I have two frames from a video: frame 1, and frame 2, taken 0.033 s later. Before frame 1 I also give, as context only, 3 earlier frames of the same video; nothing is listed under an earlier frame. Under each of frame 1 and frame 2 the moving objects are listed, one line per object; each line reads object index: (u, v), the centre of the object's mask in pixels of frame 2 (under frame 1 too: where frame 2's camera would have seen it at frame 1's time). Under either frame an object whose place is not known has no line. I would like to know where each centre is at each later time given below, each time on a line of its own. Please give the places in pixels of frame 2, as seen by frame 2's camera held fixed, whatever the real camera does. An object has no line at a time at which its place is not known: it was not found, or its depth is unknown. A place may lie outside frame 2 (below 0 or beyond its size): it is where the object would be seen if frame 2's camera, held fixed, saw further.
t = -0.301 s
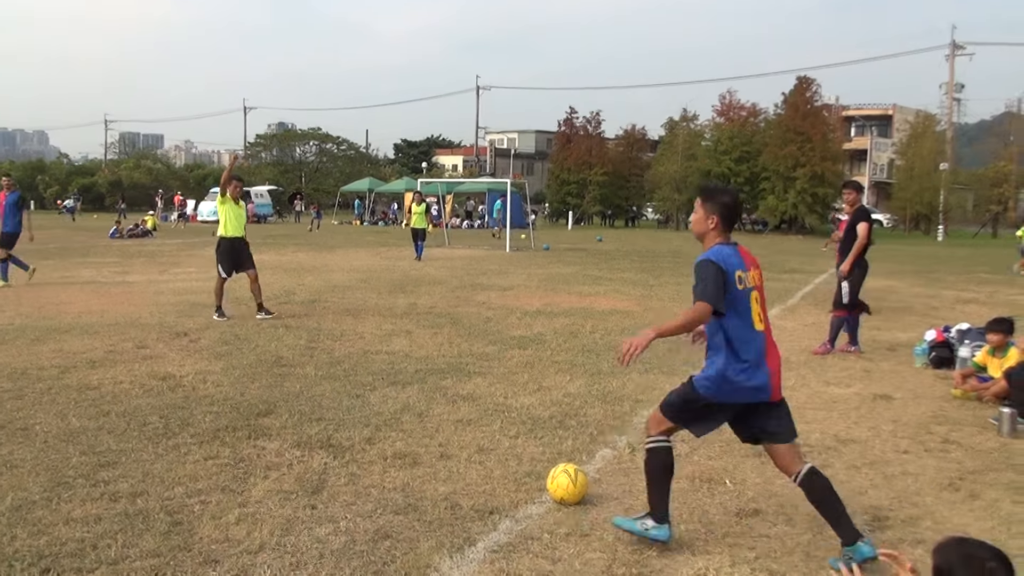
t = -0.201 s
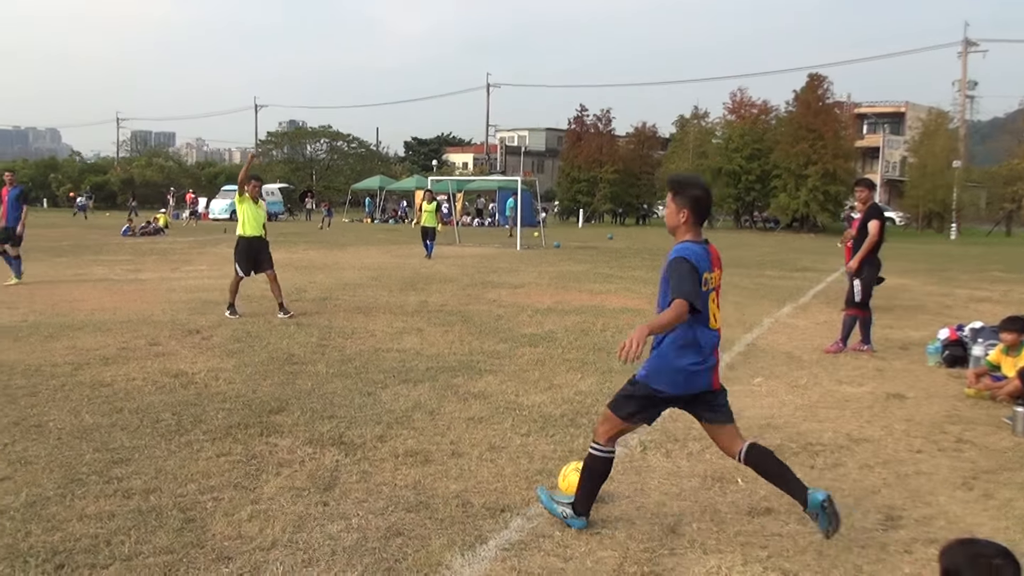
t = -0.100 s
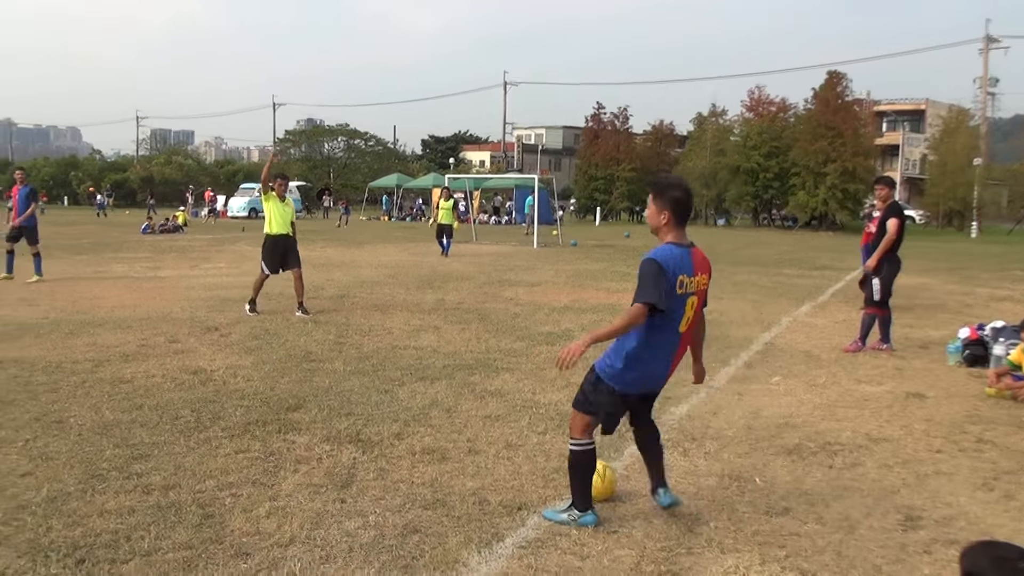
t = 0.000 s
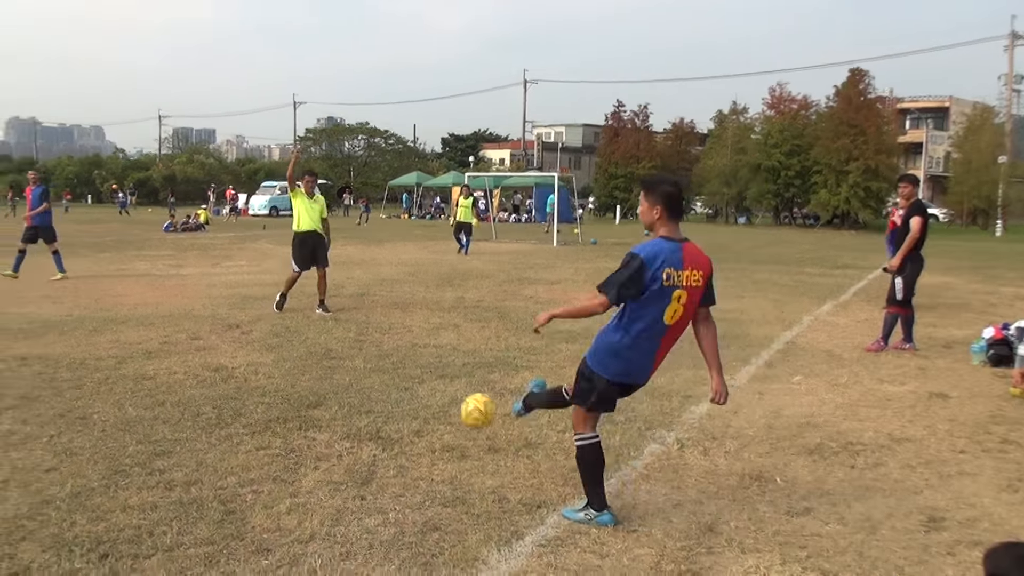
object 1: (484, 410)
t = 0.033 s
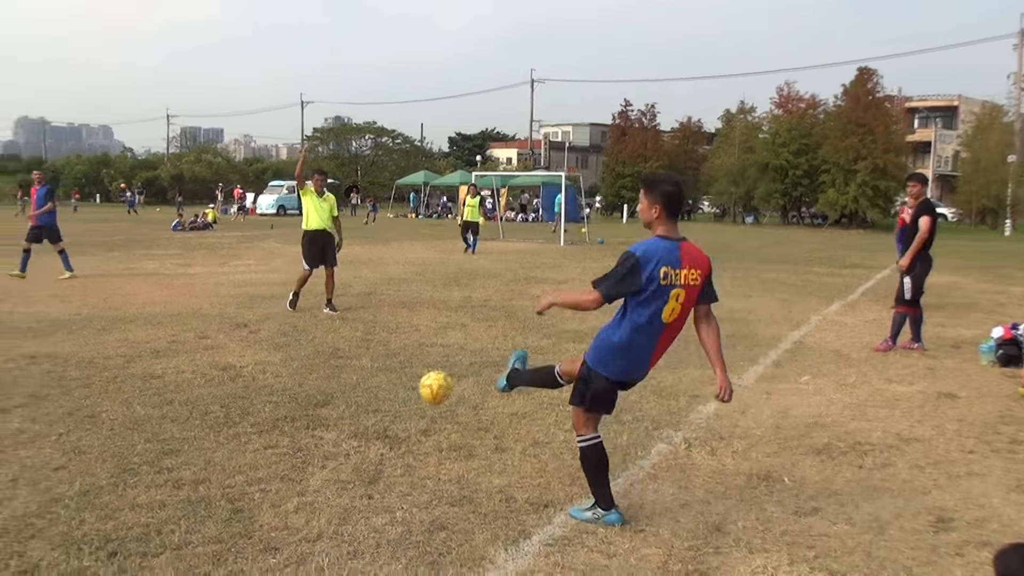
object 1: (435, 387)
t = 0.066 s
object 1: (390, 368)
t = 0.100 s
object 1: (351, 353)
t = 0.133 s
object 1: (314, 340)
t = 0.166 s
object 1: (282, 331)
